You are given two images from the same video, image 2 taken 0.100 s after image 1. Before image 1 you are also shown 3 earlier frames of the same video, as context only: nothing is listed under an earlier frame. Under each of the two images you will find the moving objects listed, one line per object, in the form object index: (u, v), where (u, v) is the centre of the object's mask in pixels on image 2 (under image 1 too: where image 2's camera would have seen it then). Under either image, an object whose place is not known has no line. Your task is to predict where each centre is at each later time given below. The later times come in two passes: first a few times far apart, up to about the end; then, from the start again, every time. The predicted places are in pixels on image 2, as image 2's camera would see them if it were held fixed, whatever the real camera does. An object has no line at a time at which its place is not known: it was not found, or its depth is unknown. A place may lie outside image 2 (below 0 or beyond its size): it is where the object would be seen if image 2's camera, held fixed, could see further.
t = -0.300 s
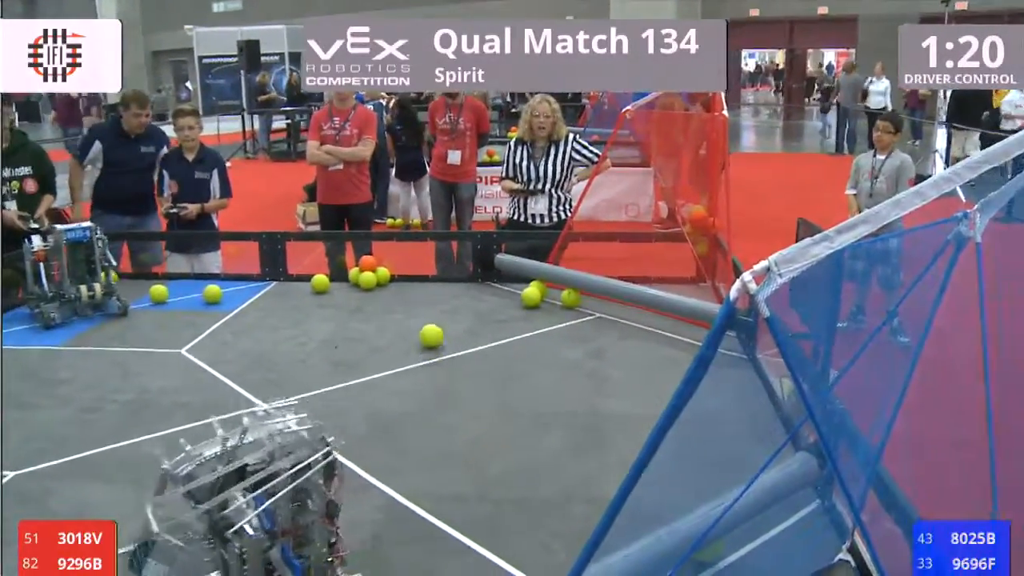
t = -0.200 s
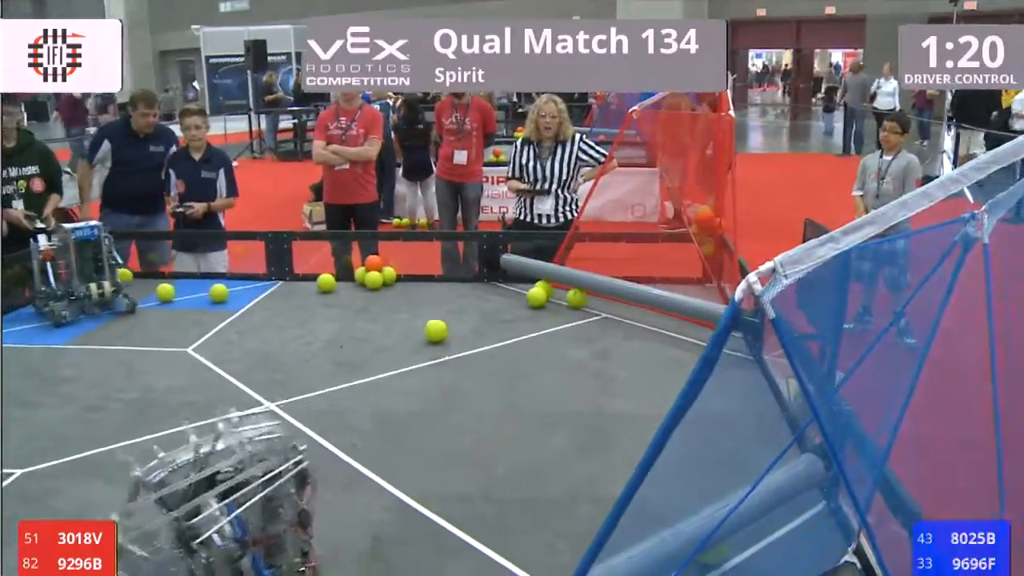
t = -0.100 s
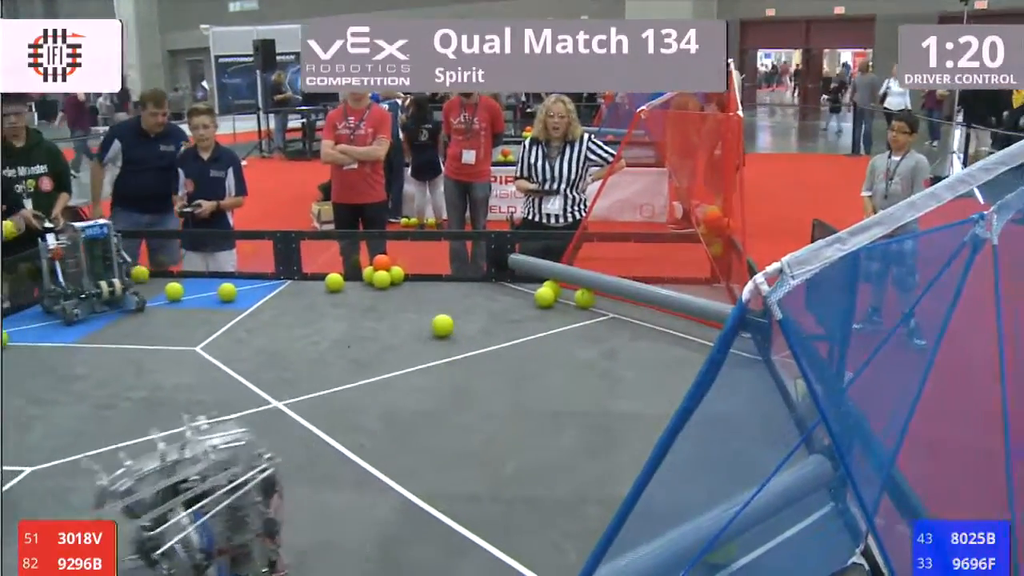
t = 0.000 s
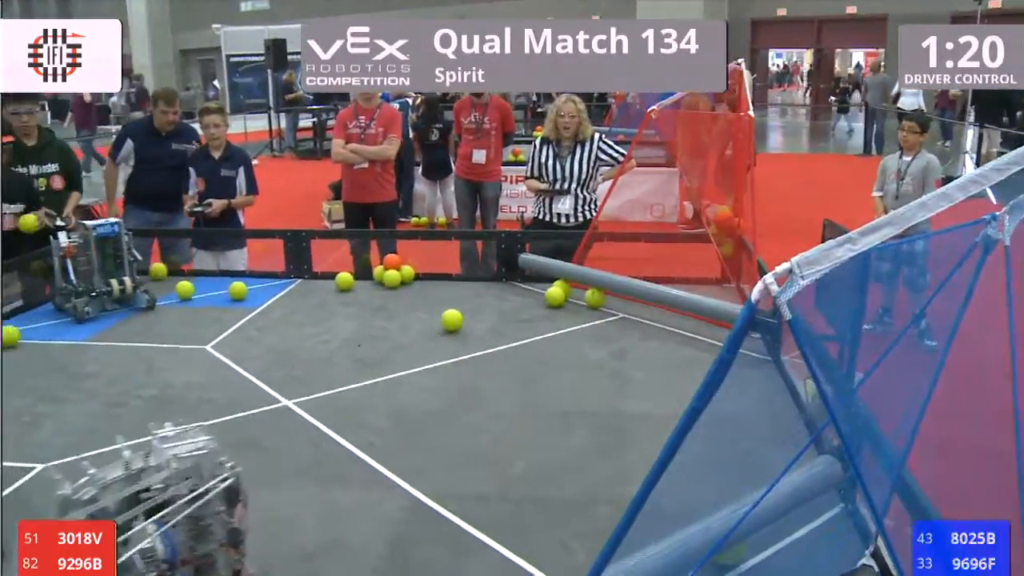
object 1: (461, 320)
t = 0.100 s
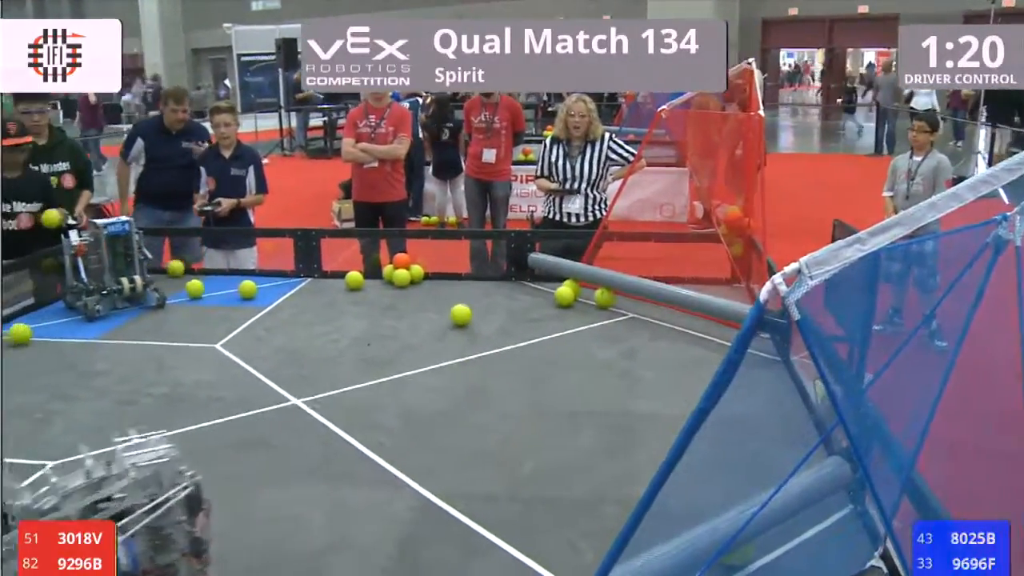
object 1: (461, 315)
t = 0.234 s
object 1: (461, 310)
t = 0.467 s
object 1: (461, 301)
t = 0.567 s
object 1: (462, 297)
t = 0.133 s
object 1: (461, 314)
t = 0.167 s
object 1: (461, 312)
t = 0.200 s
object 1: (461, 311)
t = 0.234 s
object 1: (461, 310)
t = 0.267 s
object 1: (461, 309)
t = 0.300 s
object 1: (460, 307)
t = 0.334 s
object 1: (461, 306)
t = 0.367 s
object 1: (461, 305)
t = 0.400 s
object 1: (461, 304)
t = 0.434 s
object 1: (461, 302)
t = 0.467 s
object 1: (461, 301)
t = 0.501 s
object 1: (461, 299)
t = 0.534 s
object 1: (462, 299)
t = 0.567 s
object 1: (462, 297)
